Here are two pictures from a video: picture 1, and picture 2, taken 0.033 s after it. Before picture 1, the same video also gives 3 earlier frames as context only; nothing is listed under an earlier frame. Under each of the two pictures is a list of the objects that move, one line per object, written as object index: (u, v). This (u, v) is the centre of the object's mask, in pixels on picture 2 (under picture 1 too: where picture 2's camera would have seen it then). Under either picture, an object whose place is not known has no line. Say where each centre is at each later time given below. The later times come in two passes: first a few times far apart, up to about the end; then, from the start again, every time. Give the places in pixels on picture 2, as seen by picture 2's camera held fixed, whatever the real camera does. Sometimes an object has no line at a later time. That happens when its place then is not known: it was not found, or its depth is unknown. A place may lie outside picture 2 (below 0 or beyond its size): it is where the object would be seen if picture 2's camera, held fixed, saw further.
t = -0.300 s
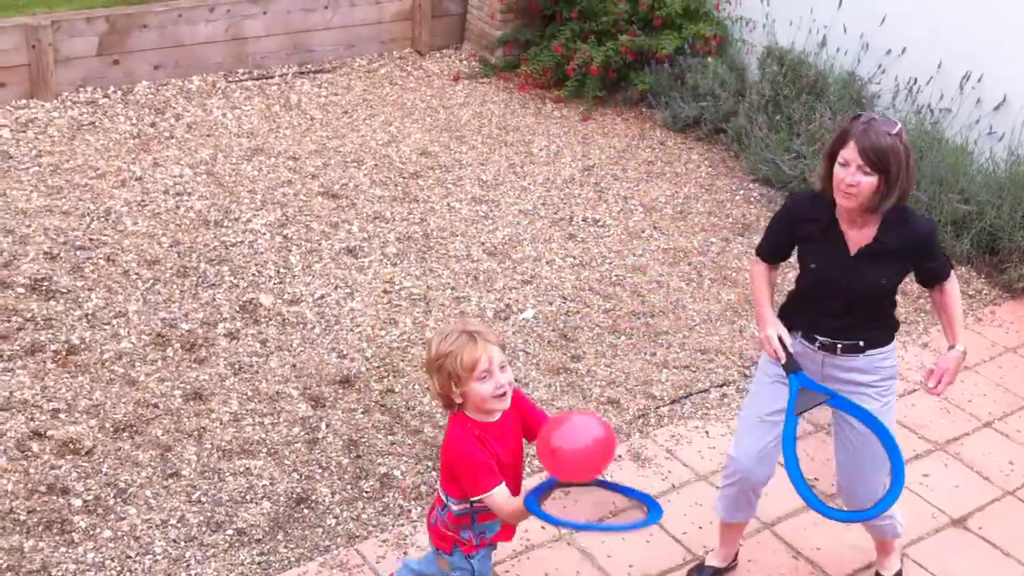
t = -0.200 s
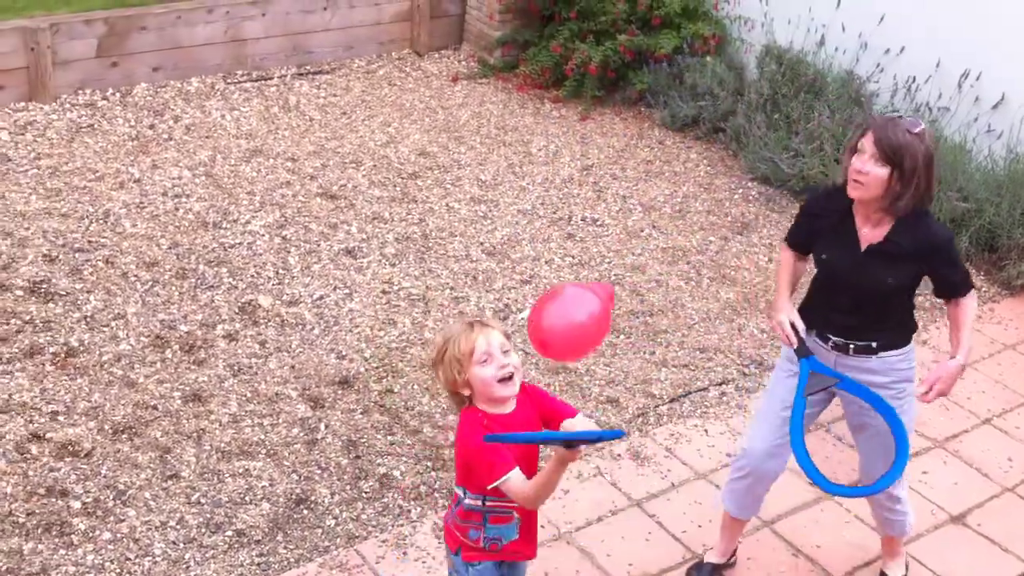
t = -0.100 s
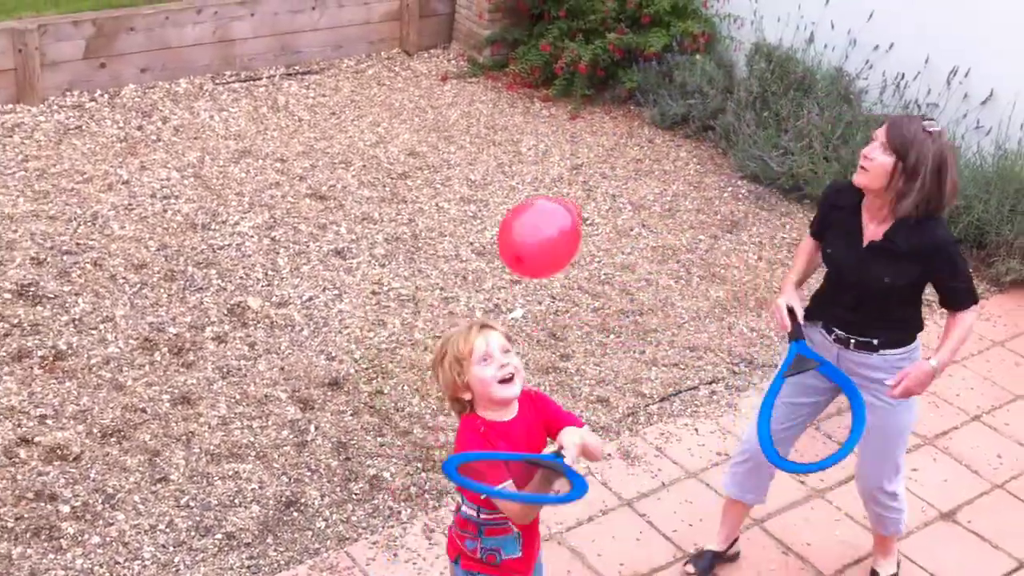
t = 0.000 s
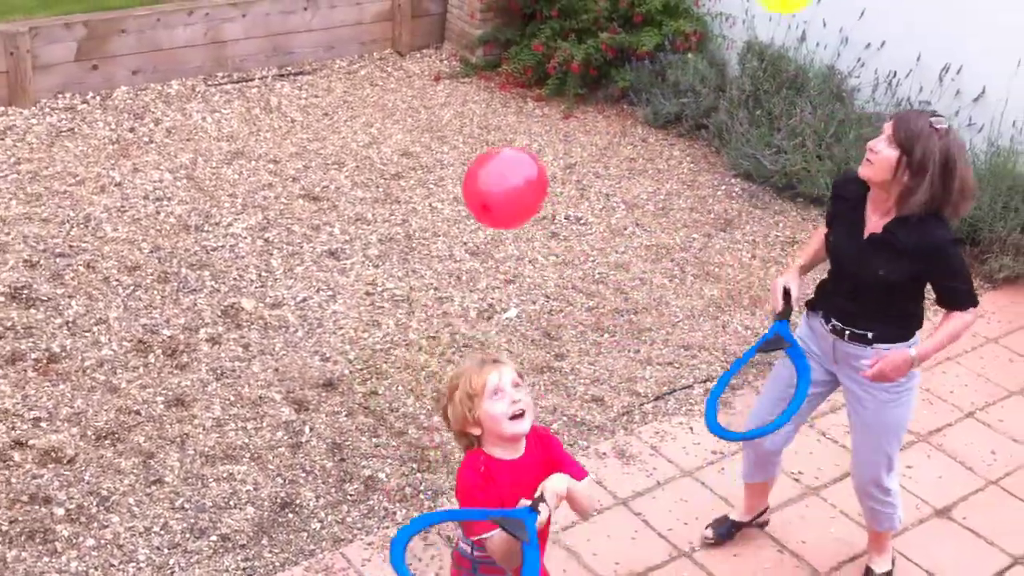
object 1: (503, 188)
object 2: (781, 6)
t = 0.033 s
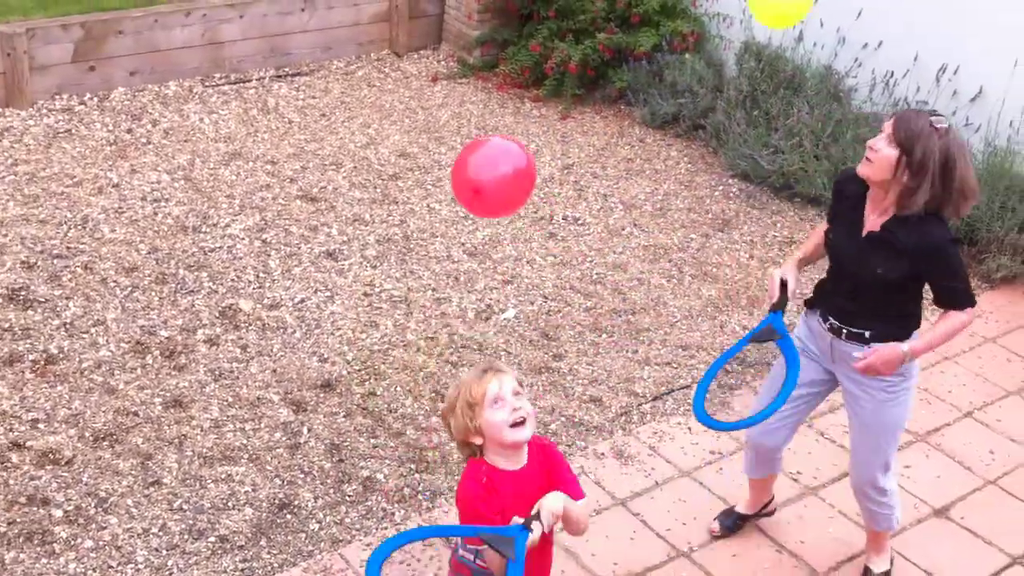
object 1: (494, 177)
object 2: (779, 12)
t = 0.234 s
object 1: (447, 130)
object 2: (758, 88)
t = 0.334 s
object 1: (427, 126)
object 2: (745, 138)
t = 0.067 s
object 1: (485, 167)
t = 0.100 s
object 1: (478, 157)
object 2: (776, 27)
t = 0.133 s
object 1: (469, 149)
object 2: (772, 39)
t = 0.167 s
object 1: (461, 142)
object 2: (768, 56)
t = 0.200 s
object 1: (453, 136)
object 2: (763, 72)
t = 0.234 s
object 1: (447, 130)
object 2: (758, 88)
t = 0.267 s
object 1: (441, 127)
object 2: (754, 105)
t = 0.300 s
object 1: (434, 126)
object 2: (750, 121)
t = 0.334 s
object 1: (427, 126)
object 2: (745, 138)
